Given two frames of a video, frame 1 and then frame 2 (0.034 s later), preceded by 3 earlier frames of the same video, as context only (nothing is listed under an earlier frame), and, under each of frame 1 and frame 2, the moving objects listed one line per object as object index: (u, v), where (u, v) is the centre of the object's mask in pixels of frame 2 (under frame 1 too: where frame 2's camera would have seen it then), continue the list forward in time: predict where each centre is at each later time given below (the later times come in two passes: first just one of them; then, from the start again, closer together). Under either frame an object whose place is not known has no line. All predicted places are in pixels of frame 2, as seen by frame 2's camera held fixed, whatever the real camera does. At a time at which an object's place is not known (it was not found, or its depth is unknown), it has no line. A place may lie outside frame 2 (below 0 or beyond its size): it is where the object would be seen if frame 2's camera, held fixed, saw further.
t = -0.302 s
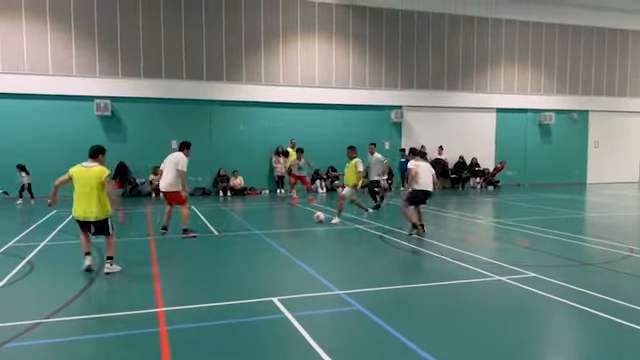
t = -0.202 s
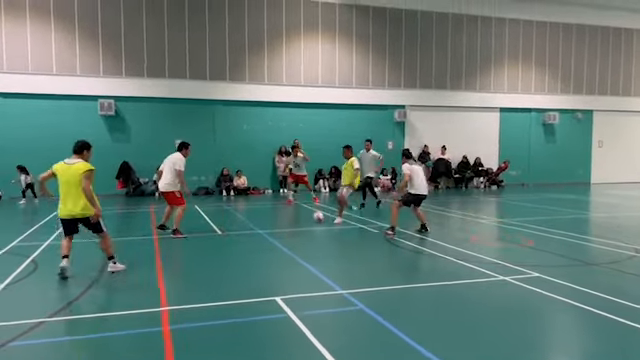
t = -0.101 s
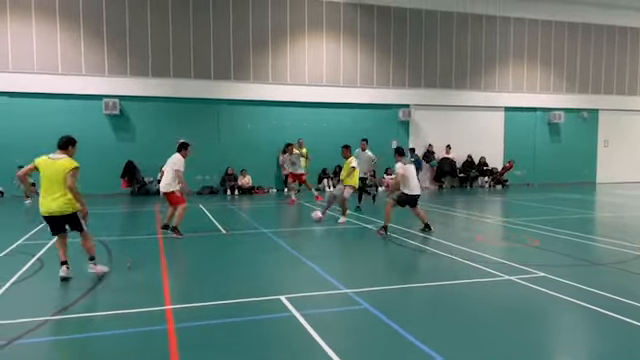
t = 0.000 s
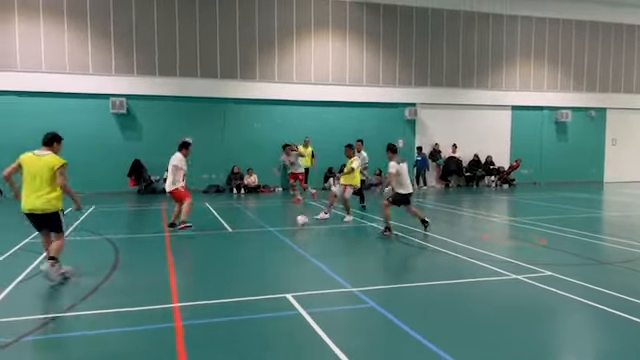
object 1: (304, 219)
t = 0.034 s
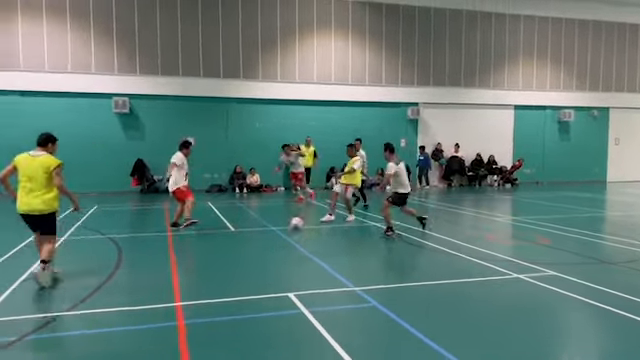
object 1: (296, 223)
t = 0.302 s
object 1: (226, 243)
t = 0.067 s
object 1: (289, 225)
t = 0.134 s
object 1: (272, 230)
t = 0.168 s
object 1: (264, 232)
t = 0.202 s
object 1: (255, 235)
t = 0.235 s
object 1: (245, 238)
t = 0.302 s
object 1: (226, 243)
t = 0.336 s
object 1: (215, 247)
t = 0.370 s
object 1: (204, 251)
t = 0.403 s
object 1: (193, 256)
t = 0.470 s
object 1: (170, 263)
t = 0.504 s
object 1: (157, 266)
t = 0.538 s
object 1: (144, 272)
